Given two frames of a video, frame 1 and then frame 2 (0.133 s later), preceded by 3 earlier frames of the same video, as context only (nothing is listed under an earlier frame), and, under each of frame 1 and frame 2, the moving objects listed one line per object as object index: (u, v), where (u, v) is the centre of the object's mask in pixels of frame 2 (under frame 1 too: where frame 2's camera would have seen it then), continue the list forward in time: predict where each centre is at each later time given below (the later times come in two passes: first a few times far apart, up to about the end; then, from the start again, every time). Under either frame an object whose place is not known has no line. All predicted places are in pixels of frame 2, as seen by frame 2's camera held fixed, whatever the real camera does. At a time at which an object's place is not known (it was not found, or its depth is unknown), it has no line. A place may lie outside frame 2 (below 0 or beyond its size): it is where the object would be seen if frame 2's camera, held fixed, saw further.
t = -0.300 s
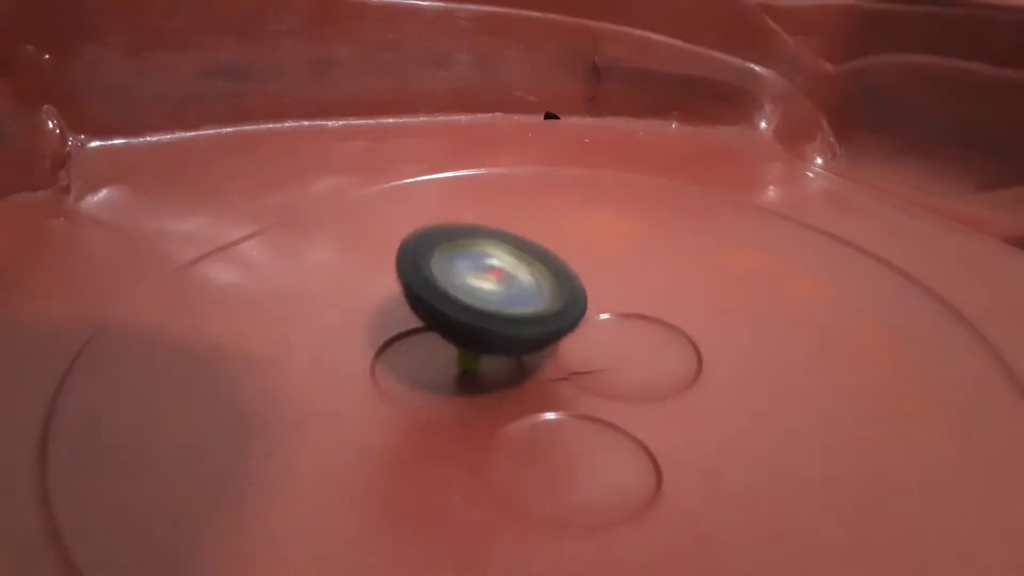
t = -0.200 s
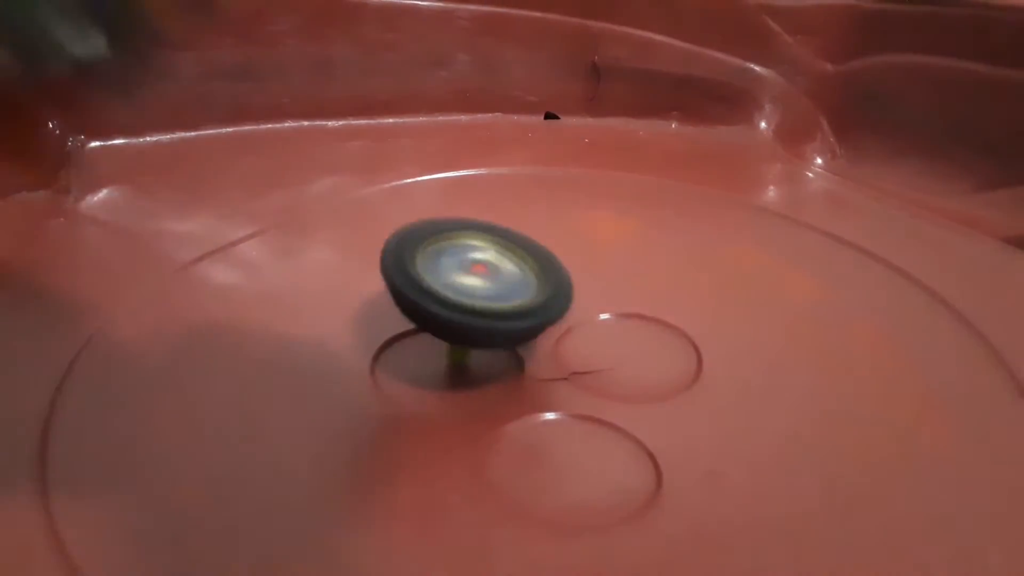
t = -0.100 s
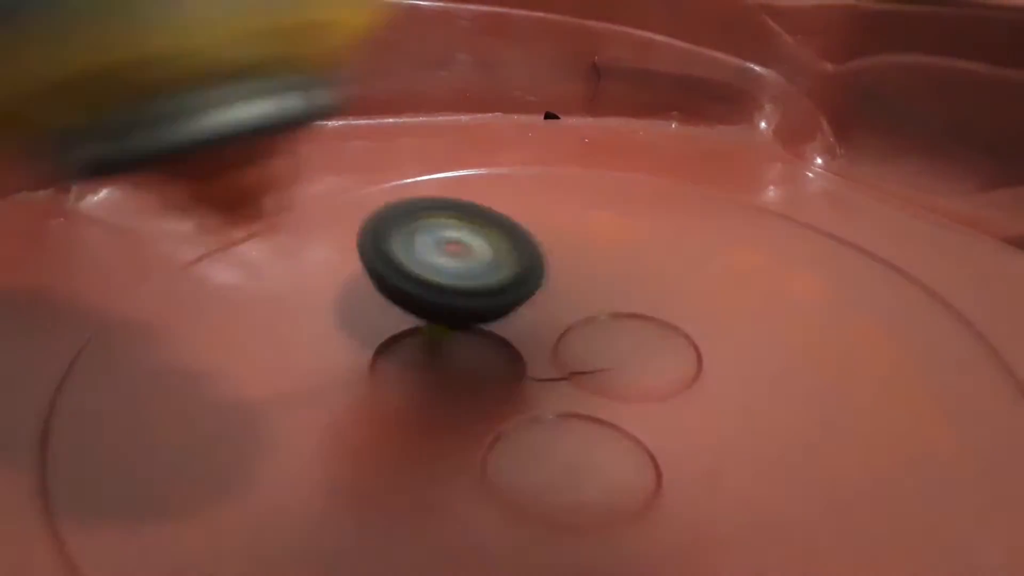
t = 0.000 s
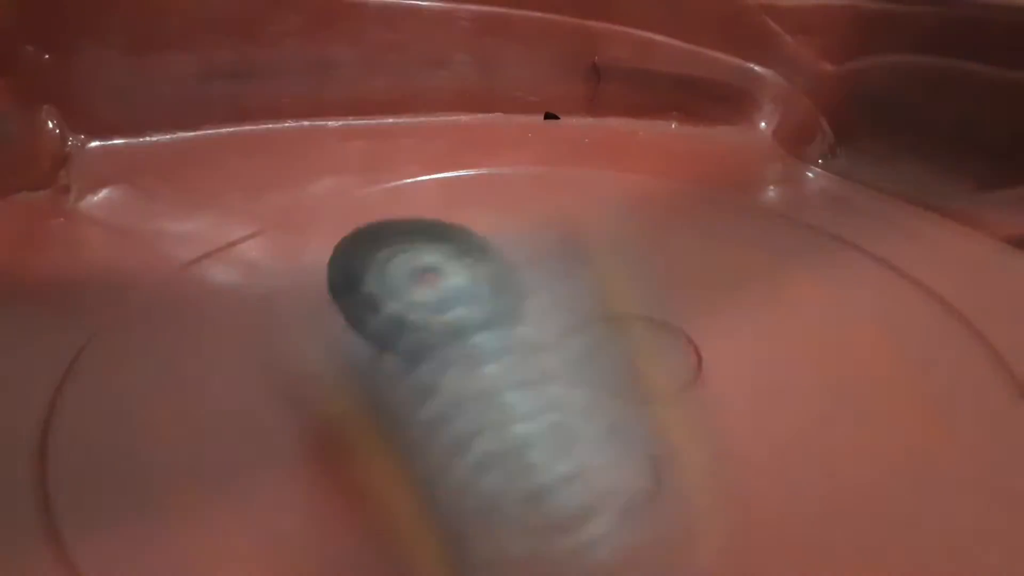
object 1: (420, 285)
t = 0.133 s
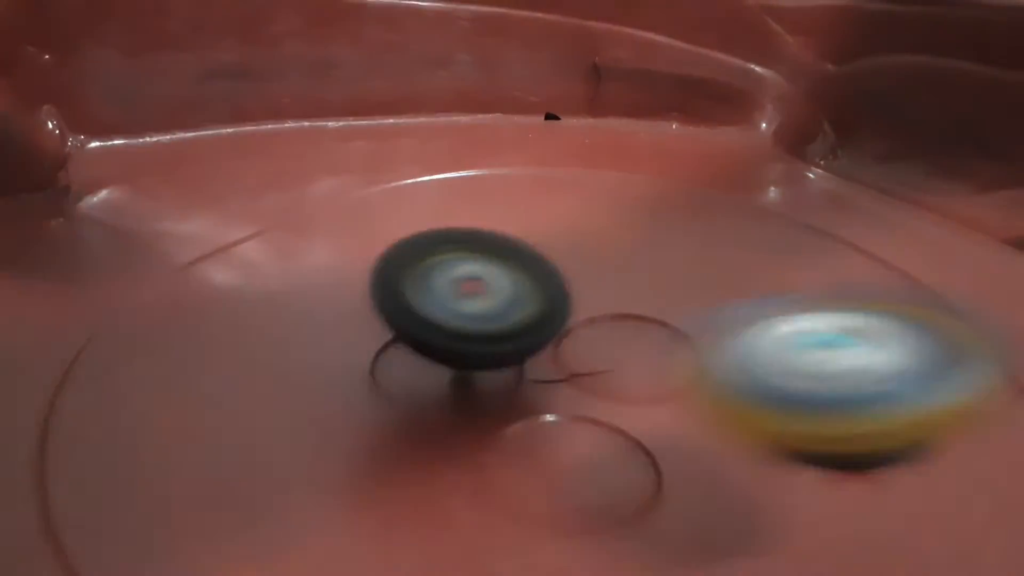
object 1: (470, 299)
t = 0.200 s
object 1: (498, 284)
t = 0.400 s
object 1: (422, 283)
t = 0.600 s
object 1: (426, 259)
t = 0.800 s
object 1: (441, 304)
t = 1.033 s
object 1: (454, 264)
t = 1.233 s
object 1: (460, 313)
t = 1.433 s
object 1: (448, 272)
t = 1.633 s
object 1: (470, 325)
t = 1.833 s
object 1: (616, 330)
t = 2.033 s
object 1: (714, 341)
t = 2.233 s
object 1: (712, 292)
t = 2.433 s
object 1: (596, 278)
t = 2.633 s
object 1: (661, 311)
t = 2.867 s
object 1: (628, 287)
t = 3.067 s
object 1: (637, 304)
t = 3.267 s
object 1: (692, 303)
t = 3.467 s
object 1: (801, 299)
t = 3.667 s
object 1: (927, 336)
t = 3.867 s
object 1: (969, 383)
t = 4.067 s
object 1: (924, 422)
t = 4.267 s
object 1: (845, 474)
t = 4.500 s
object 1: (624, 470)
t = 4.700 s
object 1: (461, 483)
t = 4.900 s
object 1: (394, 436)
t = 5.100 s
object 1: (395, 423)
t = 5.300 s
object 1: (471, 359)
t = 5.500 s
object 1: (602, 427)
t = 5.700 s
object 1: (704, 379)
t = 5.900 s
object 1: (708, 331)
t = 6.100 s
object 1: (727, 303)
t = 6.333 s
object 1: (769, 267)
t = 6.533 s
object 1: (943, 257)
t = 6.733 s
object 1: (892, 316)
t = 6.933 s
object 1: (779, 392)
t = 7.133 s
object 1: (606, 410)
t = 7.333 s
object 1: (507, 392)
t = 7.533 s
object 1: (508, 337)
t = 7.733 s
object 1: (481, 311)
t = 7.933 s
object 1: (449, 317)
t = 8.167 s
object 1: (417, 304)
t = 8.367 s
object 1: (439, 272)
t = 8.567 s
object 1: (441, 249)
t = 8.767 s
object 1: (432, 291)
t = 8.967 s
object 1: (432, 363)
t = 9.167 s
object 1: (485, 455)
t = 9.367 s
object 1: (527, 436)
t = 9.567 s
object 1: (493, 383)
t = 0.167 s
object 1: (486, 293)
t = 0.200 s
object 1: (498, 284)
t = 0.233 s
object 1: (501, 275)
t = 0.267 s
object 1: (492, 270)
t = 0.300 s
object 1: (474, 272)
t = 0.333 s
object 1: (450, 274)
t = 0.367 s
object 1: (430, 277)
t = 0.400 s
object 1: (422, 283)
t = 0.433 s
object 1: (427, 292)
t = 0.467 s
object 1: (443, 301)
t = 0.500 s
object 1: (464, 301)
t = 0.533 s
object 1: (453, 263)
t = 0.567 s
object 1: (439, 246)
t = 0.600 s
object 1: (426, 259)
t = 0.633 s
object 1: (419, 259)
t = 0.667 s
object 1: (416, 261)
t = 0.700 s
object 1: (426, 276)
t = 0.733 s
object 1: (433, 290)
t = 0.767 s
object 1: (437, 300)
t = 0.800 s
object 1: (441, 304)
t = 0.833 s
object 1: (448, 307)
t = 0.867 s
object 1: (455, 305)
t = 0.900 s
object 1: (461, 301)
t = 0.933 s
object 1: (466, 292)
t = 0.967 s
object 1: (470, 281)
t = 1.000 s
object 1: (466, 271)
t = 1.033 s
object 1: (454, 264)
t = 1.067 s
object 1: (438, 265)
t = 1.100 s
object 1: (424, 274)
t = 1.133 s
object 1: (415, 288)
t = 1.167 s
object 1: (419, 299)
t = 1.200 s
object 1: (435, 309)
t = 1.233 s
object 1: (460, 313)
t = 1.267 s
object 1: (488, 313)
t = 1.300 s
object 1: (509, 302)
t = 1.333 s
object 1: (511, 290)
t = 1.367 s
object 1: (497, 282)
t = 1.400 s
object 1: (474, 276)
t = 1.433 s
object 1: (448, 272)
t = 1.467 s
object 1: (421, 275)
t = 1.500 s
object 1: (403, 285)
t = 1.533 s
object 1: (397, 299)
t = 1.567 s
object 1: (406, 315)
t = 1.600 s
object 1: (432, 328)
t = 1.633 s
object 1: (470, 325)
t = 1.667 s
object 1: (501, 320)
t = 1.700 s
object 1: (525, 314)
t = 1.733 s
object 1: (544, 313)
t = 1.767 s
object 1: (565, 316)
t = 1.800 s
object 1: (590, 322)
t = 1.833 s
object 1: (616, 330)
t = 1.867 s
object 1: (638, 338)
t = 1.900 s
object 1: (653, 344)
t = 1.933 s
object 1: (664, 346)
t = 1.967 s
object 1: (676, 344)
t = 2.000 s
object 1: (694, 343)
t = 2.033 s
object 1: (714, 341)
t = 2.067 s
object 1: (725, 336)
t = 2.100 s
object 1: (726, 328)
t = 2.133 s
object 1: (725, 320)
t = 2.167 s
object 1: (724, 309)
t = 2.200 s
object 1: (720, 300)
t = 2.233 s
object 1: (712, 292)
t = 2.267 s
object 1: (695, 287)
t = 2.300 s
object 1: (675, 284)
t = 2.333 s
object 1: (649, 279)
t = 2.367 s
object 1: (624, 277)
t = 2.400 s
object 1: (607, 276)
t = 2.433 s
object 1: (596, 278)
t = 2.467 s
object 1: (590, 285)
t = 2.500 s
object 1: (587, 294)
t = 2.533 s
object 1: (592, 303)
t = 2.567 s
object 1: (610, 310)
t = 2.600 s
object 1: (640, 314)
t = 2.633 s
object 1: (661, 311)
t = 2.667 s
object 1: (670, 304)
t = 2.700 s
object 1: (668, 295)
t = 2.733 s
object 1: (660, 287)
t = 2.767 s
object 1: (651, 284)
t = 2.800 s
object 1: (643, 282)
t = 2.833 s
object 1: (635, 284)
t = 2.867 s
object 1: (628, 287)
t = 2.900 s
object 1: (624, 290)
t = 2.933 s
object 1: (617, 295)
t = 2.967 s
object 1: (611, 301)
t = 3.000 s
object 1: (614, 302)
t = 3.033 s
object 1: (626, 304)
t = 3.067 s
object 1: (637, 304)
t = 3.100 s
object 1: (643, 302)
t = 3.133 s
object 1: (645, 300)
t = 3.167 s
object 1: (642, 298)
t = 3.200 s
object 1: (638, 297)
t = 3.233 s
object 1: (644, 299)
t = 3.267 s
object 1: (692, 303)
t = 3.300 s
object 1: (721, 301)
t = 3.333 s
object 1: (739, 306)
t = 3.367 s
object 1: (750, 302)
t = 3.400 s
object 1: (757, 300)
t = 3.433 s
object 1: (765, 293)
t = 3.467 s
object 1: (801, 299)
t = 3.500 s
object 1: (839, 311)
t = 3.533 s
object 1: (862, 317)
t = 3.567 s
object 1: (883, 320)
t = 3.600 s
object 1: (902, 325)
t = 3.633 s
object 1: (916, 330)
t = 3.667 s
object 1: (927, 336)
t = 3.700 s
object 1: (938, 342)
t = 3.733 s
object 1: (949, 349)
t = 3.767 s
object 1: (958, 356)
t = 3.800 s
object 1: (967, 363)
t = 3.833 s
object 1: (973, 372)
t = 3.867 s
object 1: (969, 383)
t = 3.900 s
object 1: (961, 390)
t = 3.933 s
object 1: (952, 400)
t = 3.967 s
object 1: (946, 406)
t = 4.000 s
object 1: (938, 408)
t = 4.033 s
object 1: (931, 414)
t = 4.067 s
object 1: (924, 422)
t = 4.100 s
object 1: (916, 431)
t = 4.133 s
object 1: (908, 441)
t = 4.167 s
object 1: (894, 457)
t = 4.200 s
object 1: (883, 465)
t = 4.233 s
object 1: (867, 471)
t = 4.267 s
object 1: (845, 474)
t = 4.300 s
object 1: (820, 472)
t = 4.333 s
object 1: (792, 466)
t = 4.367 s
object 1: (760, 458)
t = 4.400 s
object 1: (730, 451)
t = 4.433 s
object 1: (702, 440)
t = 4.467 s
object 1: (671, 449)
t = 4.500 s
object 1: (624, 470)
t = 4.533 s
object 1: (583, 483)
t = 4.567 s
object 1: (548, 488)
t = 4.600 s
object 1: (514, 491)
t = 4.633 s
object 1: (491, 490)
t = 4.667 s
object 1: (474, 487)
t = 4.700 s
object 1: (461, 483)
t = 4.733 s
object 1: (445, 476)
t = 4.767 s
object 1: (430, 467)
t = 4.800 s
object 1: (418, 458)
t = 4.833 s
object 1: (410, 449)
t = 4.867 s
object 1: (403, 437)
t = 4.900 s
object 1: (394, 436)
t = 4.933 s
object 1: (383, 446)
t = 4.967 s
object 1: (377, 449)
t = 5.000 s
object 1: (376, 448)
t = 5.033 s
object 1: (379, 442)
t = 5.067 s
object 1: (385, 434)
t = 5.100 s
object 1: (395, 423)
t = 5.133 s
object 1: (407, 413)
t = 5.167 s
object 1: (420, 398)
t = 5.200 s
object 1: (436, 390)
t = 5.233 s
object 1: (448, 376)
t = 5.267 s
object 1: (457, 358)
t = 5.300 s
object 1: (471, 359)
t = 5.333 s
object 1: (485, 390)
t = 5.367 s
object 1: (501, 403)
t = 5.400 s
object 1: (520, 420)
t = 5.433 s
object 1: (544, 428)
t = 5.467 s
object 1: (573, 429)
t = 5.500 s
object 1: (602, 427)
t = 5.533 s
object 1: (627, 421)
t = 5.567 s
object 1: (651, 413)
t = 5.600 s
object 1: (670, 404)
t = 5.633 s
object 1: (684, 394)
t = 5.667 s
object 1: (695, 387)
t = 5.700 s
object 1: (704, 379)
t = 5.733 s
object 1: (711, 372)
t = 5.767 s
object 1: (715, 363)
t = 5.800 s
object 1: (716, 354)
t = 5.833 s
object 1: (714, 346)
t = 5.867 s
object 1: (710, 338)
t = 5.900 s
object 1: (708, 331)
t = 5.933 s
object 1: (715, 327)
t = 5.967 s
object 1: (719, 321)
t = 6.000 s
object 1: (721, 317)
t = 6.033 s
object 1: (723, 313)
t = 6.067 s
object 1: (725, 309)
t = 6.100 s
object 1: (727, 303)
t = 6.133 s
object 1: (726, 299)
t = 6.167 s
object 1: (723, 293)
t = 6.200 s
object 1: (717, 286)
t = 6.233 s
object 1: (709, 282)
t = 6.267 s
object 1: (695, 279)
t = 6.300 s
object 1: (713, 273)
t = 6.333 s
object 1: (769, 267)
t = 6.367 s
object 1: (827, 257)
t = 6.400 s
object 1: (879, 256)
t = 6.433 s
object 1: (921, 255)
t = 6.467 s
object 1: (940, 252)
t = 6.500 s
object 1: (947, 253)
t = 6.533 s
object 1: (943, 257)
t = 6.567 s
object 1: (935, 265)
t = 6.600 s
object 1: (928, 274)
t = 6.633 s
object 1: (921, 283)
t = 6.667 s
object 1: (915, 290)
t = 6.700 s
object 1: (905, 303)
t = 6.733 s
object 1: (892, 316)
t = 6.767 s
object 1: (879, 329)
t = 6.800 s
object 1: (866, 344)
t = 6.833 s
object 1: (850, 357)
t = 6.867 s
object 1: (829, 371)
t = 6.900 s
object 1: (806, 382)
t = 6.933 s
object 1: (779, 392)
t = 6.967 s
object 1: (750, 400)
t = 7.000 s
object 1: (719, 406)
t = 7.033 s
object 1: (688, 407)
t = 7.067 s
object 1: (661, 408)
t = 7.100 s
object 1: (636, 410)
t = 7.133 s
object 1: (606, 410)
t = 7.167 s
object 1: (581, 406)
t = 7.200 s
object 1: (559, 399)
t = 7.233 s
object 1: (539, 388)
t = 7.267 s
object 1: (524, 384)
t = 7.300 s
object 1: (513, 378)
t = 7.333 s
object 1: (507, 392)
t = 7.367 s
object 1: (502, 388)
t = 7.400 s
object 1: (500, 381)
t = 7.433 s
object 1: (499, 375)
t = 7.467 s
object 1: (501, 361)
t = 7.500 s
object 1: (504, 351)
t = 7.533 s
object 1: (508, 337)
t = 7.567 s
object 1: (513, 330)
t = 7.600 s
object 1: (515, 314)
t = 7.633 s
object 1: (511, 313)
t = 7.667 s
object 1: (502, 312)
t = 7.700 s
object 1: (491, 312)
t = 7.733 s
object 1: (481, 311)
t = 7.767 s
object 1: (476, 309)
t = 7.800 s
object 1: (476, 307)
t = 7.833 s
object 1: (480, 306)
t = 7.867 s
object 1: (485, 304)
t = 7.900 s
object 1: (481, 302)
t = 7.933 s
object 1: (449, 317)
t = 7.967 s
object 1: (427, 317)
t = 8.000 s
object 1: (407, 329)
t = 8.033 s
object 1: (395, 325)
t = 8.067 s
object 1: (393, 320)
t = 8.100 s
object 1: (398, 314)
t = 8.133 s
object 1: (406, 308)
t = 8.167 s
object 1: (417, 304)
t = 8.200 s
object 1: (423, 302)
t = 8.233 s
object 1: (432, 296)
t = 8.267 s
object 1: (435, 296)
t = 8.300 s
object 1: (431, 290)
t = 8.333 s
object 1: (435, 284)
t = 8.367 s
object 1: (439, 272)
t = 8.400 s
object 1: (443, 272)
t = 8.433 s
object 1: (449, 260)
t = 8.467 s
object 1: (445, 256)
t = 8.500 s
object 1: (442, 246)
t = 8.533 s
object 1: (441, 253)
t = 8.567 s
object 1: (441, 249)
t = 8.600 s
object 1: (435, 260)
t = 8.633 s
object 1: (430, 251)
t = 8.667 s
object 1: (429, 267)
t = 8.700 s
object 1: (429, 272)
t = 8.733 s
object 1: (432, 283)
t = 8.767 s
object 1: (432, 291)
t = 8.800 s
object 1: (433, 306)
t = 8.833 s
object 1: (431, 318)
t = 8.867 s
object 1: (430, 330)
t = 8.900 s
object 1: (431, 342)
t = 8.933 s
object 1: (431, 351)
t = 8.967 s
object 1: (432, 363)
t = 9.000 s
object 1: (435, 377)
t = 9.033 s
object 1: (438, 395)
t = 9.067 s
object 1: (443, 417)
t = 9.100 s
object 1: (455, 434)
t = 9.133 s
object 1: (469, 446)
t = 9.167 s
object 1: (485, 455)
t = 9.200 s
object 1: (498, 463)
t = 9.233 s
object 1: (504, 464)
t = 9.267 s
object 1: (502, 453)
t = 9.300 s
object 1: (509, 440)
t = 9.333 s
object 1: (514, 436)
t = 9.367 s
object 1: (527, 436)
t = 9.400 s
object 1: (535, 439)
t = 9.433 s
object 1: (538, 440)
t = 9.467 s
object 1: (537, 437)
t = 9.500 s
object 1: (535, 422)
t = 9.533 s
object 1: (519, 393)
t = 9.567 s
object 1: (493, 383)
